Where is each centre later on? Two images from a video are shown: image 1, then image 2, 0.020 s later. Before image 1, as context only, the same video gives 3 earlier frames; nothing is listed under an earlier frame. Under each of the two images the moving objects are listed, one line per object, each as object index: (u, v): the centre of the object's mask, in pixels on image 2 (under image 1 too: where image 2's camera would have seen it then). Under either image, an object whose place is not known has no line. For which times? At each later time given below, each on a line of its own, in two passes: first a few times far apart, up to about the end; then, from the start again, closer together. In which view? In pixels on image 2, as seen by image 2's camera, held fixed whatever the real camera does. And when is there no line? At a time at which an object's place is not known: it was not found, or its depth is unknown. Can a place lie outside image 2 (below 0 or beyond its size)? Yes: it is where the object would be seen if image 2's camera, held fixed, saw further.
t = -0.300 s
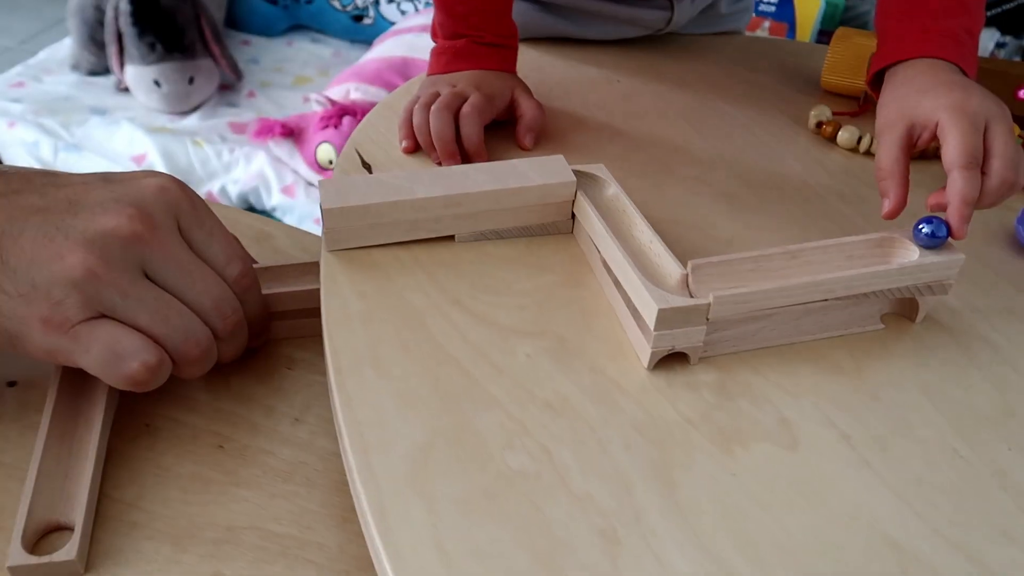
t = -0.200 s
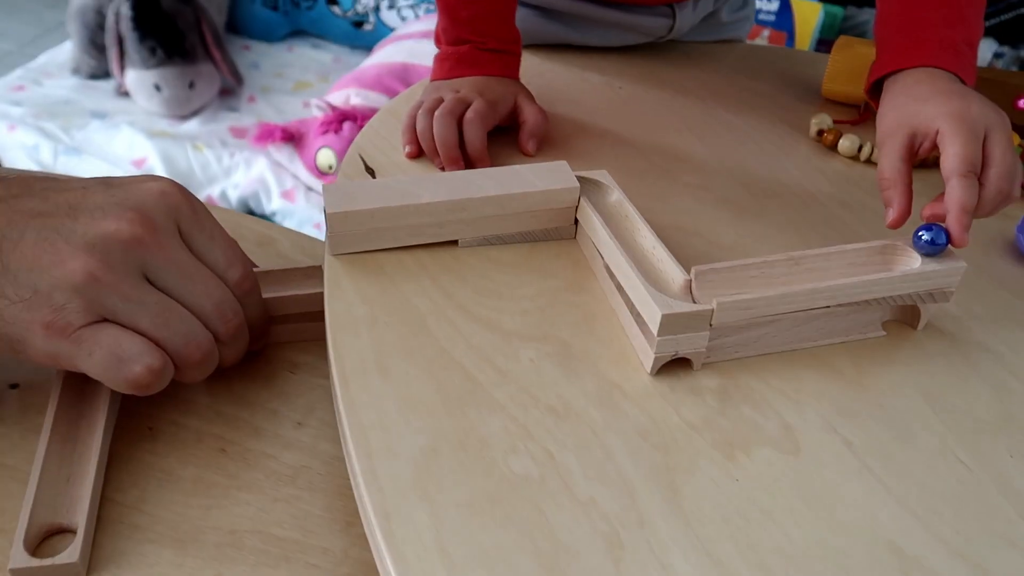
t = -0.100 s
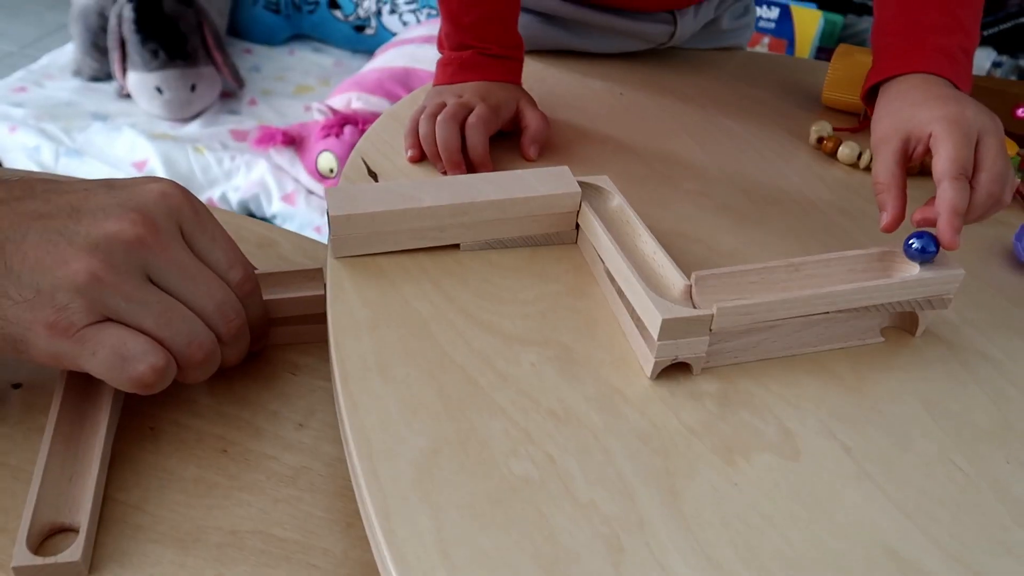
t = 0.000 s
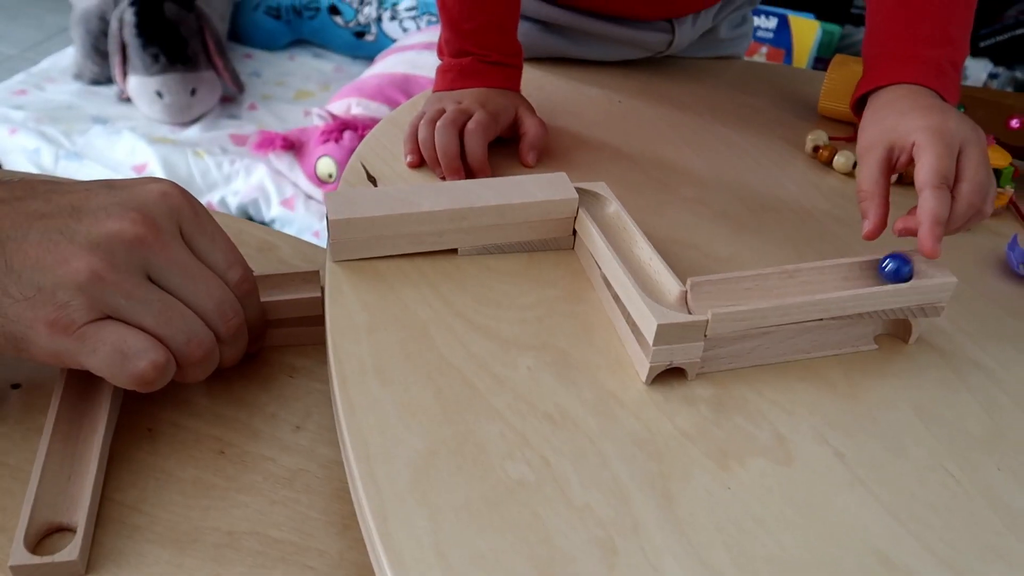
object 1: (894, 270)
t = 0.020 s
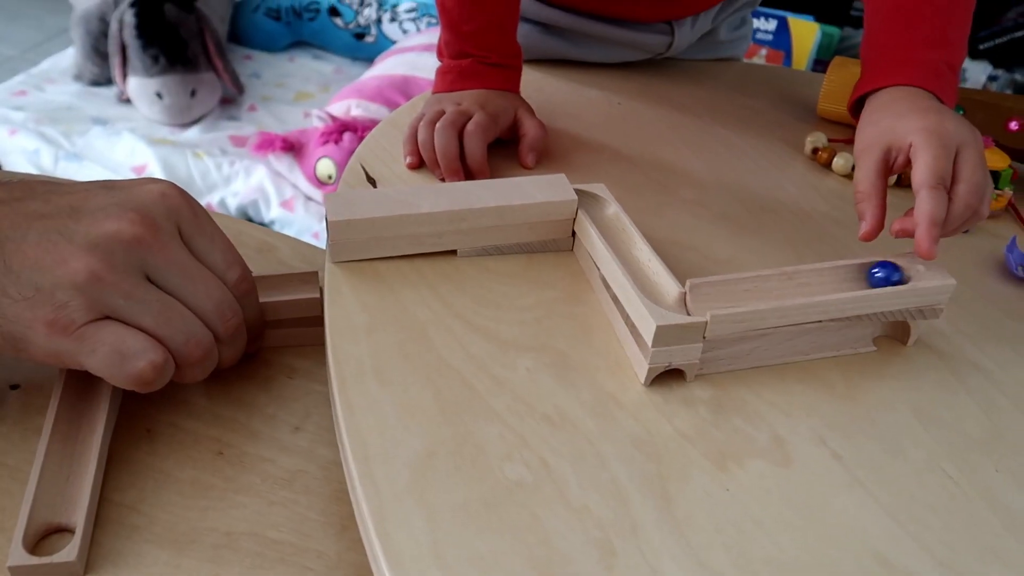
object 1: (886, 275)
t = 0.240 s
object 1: (767, 289)
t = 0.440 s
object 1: (646, 278)
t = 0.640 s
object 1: (592, 201)
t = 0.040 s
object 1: (876, 275)
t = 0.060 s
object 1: (867, 277)
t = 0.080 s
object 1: (857, 278)
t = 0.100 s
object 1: (847, 279)
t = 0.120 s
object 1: (837, 281)
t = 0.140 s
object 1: (826, 282)
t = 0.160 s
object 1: (816, 283)
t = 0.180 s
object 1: (805, 285)
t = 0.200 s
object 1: (792, 287)
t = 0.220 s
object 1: (780, 288)
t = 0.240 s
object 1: (767, 289)
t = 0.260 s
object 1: (754, 291)
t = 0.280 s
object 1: (741, 293)
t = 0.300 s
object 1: (726, 295)
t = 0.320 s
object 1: (712, 297)
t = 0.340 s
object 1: (697, 300)
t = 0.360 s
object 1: (682, 302)
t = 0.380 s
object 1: (668, 299)
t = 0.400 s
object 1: (656, 292)
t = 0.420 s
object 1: (649, 283)
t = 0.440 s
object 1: (646, 278)
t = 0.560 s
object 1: (615, 232)
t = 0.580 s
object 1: (611, 224)
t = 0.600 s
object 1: (605, 217)
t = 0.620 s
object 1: (598, 209)
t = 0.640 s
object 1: (592, 201)
